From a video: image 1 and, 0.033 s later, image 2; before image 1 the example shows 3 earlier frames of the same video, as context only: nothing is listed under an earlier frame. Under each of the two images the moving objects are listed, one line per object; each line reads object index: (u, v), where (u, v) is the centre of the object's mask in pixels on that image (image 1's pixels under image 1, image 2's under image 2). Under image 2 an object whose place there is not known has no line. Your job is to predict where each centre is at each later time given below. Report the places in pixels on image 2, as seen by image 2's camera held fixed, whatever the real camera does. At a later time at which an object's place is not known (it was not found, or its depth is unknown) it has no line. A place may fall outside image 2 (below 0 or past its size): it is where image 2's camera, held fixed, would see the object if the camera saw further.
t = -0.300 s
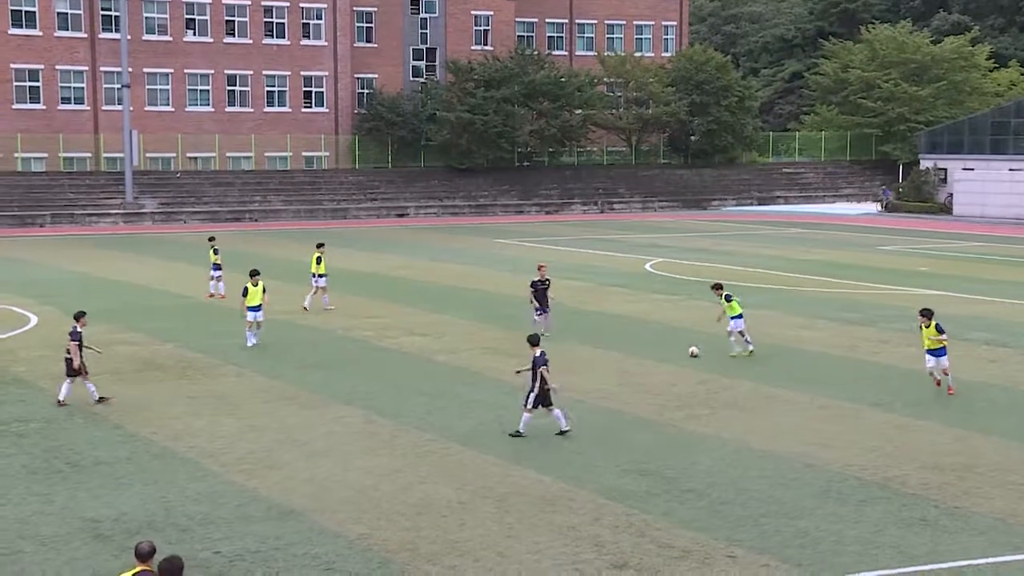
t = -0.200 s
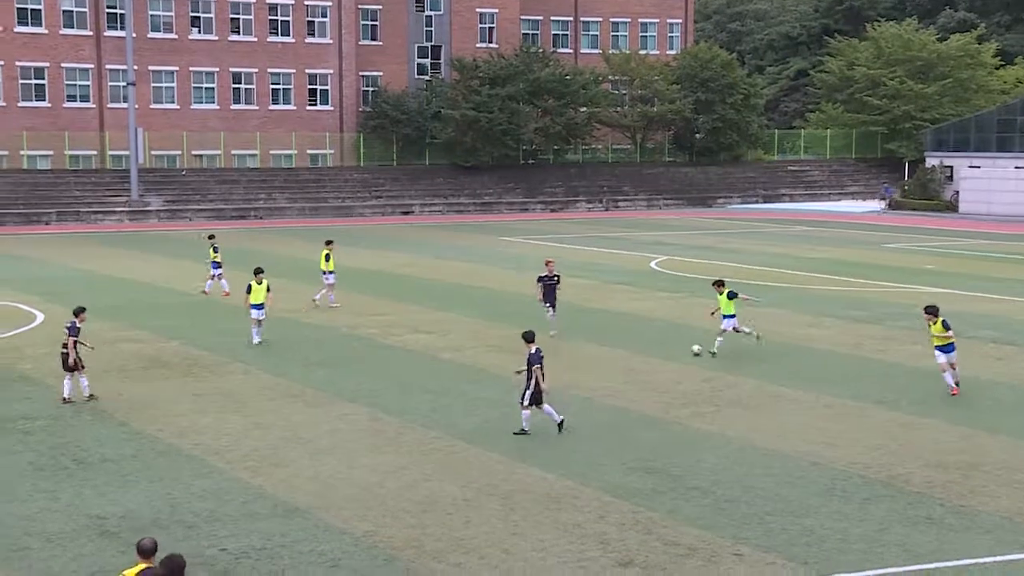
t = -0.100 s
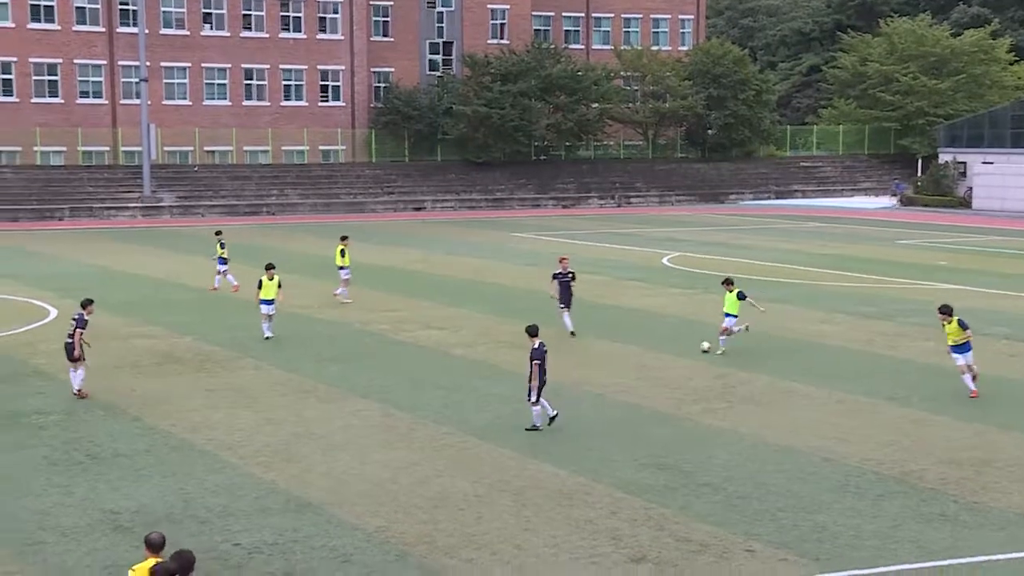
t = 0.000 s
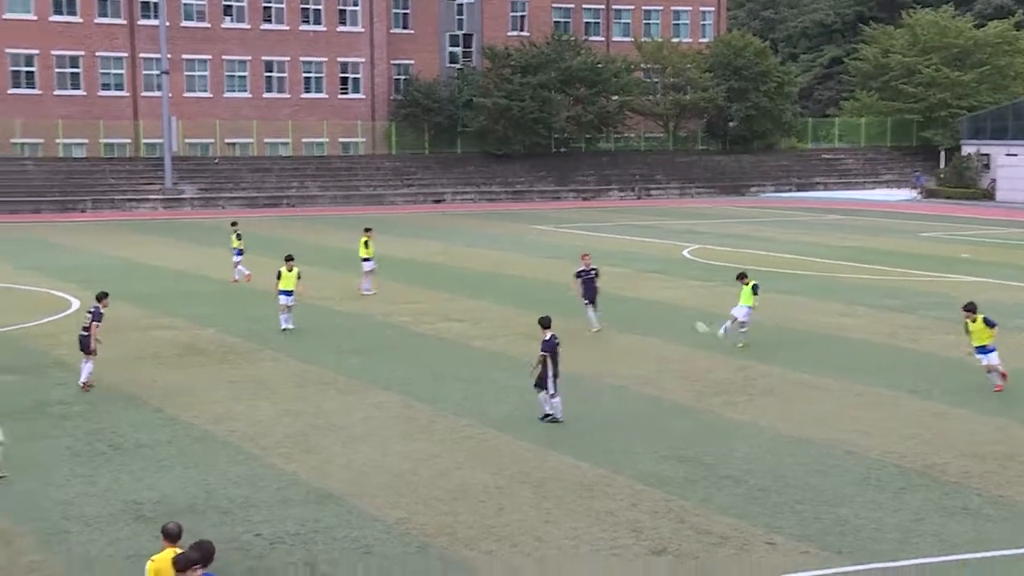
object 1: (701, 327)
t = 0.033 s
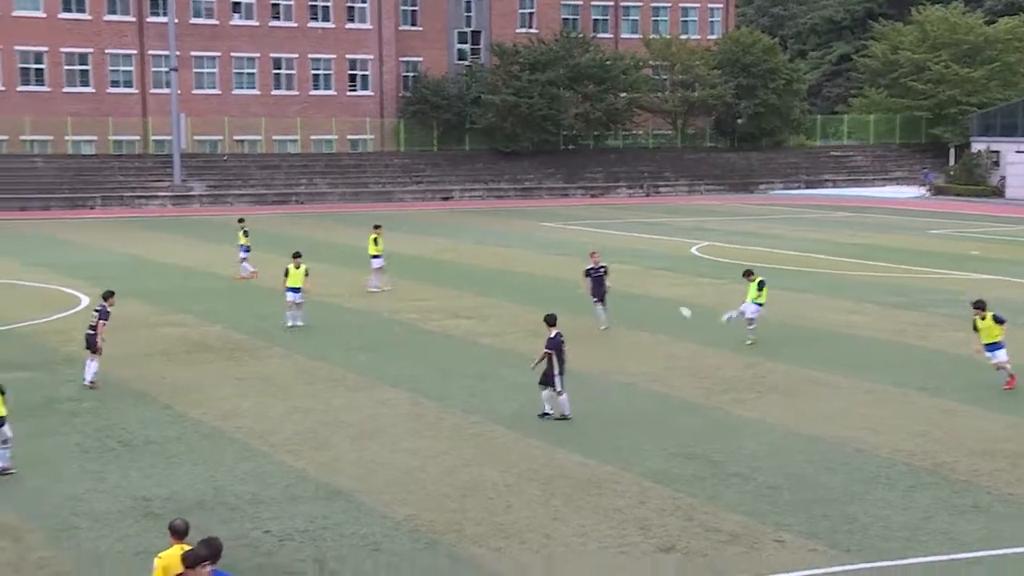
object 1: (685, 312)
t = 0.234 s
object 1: (542, 244)
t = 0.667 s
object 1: (234, 129)
